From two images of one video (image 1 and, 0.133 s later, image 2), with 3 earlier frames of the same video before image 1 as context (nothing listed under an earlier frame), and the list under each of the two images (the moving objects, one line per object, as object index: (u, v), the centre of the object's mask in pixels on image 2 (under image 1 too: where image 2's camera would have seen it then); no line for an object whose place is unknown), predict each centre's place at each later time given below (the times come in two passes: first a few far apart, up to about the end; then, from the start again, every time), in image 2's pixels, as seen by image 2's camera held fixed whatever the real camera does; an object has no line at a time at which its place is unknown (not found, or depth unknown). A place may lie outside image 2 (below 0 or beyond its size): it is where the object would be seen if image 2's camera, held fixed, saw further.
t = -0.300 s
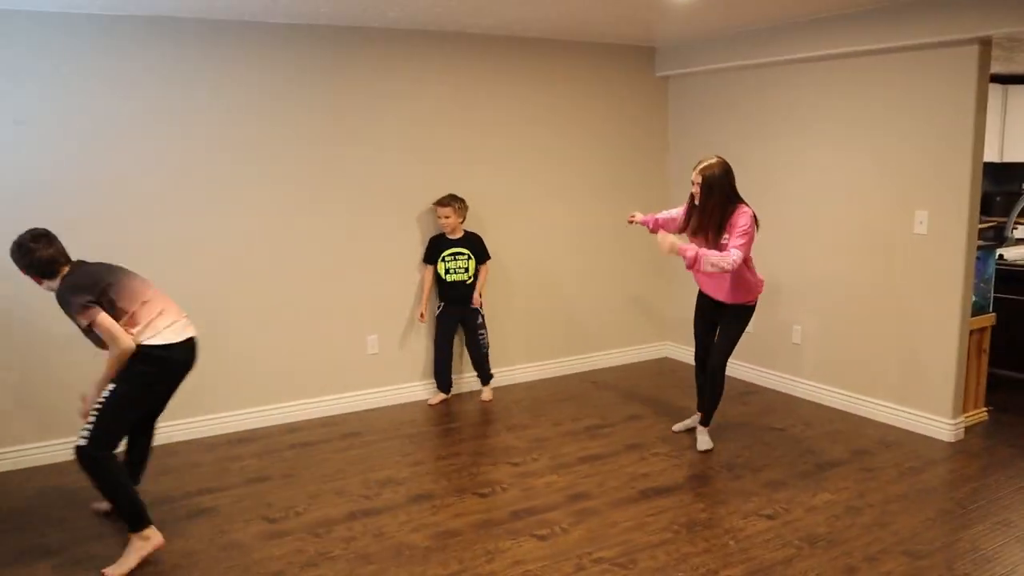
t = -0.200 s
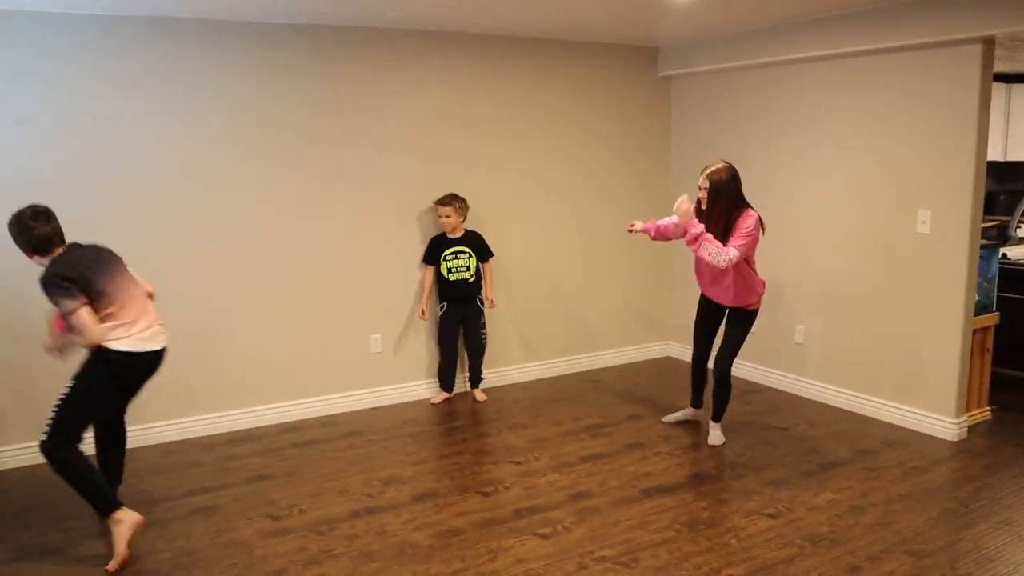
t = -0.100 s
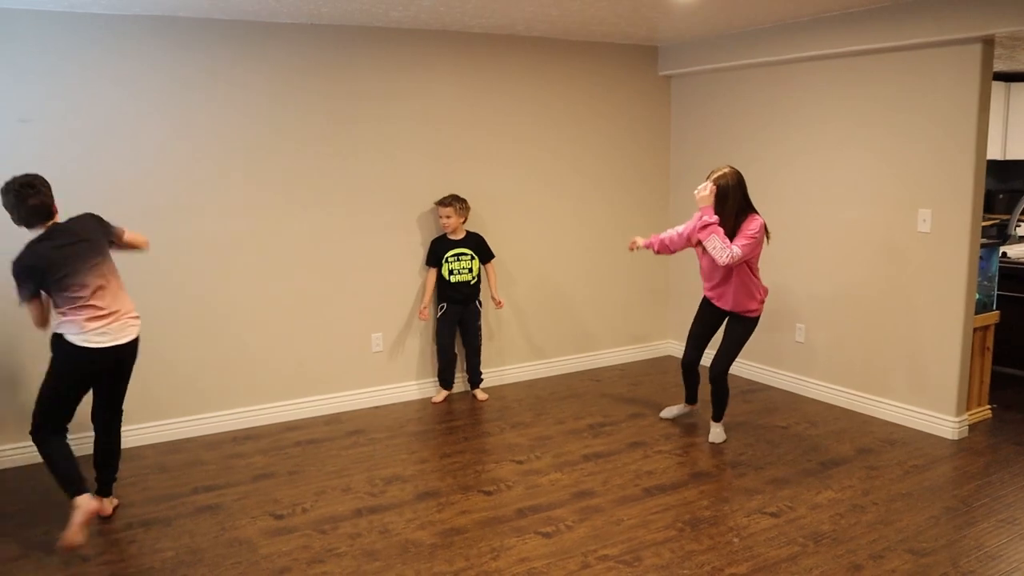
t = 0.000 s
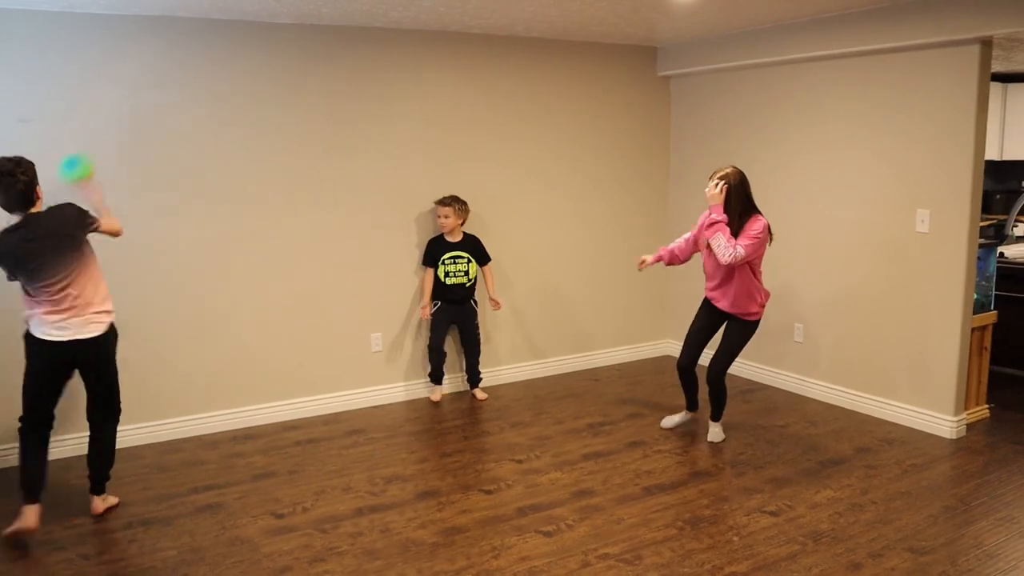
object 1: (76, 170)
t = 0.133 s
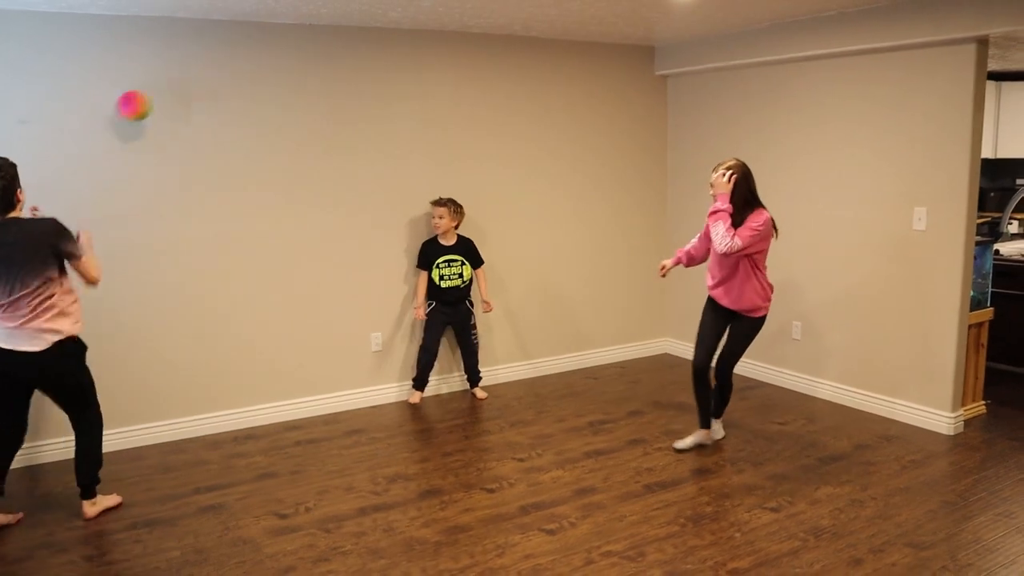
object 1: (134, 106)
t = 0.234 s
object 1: (186, 88)
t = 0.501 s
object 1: (368, 150)
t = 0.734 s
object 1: (573, 383)
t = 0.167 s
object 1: (151, 97)
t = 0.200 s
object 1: (168, 91)
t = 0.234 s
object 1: (186, 88)
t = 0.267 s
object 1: (206, 87)
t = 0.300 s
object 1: (227, 87)
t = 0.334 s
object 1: (247, 90)
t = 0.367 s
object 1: (268, 96)
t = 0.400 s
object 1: (292, 105)
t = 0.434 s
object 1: (316, 117)
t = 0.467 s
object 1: (342, 131)
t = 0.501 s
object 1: (368, 150)
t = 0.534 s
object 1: (394, 173)
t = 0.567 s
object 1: (422, 199)
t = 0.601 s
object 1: (452, 228)
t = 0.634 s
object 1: (481, 260)
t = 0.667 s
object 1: (512, 297)
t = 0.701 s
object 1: (542, 337)
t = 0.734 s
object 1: (573, 383)
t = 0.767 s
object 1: (604, 428)
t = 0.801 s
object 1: (635, 481)
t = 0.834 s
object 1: (668, 537)
